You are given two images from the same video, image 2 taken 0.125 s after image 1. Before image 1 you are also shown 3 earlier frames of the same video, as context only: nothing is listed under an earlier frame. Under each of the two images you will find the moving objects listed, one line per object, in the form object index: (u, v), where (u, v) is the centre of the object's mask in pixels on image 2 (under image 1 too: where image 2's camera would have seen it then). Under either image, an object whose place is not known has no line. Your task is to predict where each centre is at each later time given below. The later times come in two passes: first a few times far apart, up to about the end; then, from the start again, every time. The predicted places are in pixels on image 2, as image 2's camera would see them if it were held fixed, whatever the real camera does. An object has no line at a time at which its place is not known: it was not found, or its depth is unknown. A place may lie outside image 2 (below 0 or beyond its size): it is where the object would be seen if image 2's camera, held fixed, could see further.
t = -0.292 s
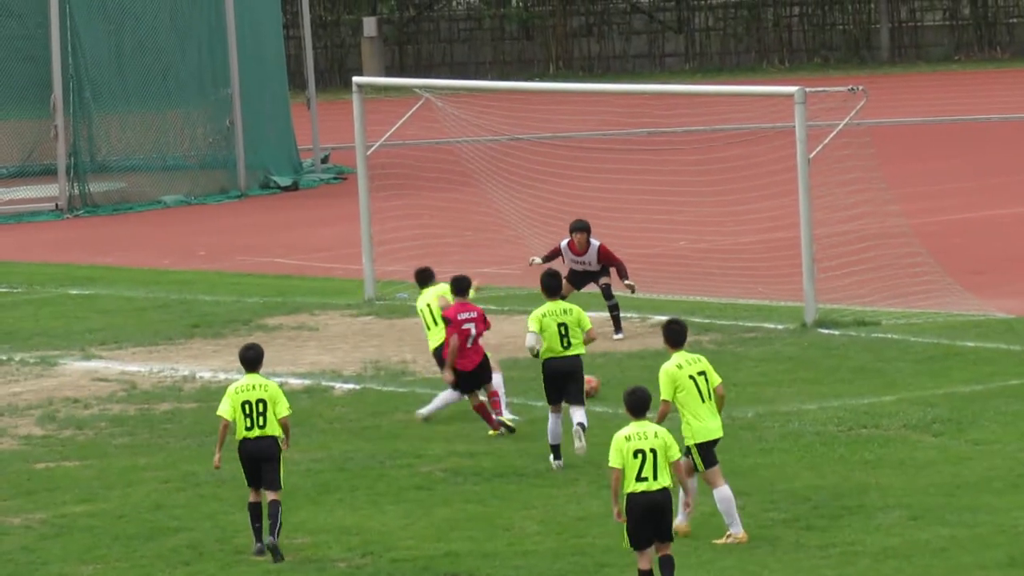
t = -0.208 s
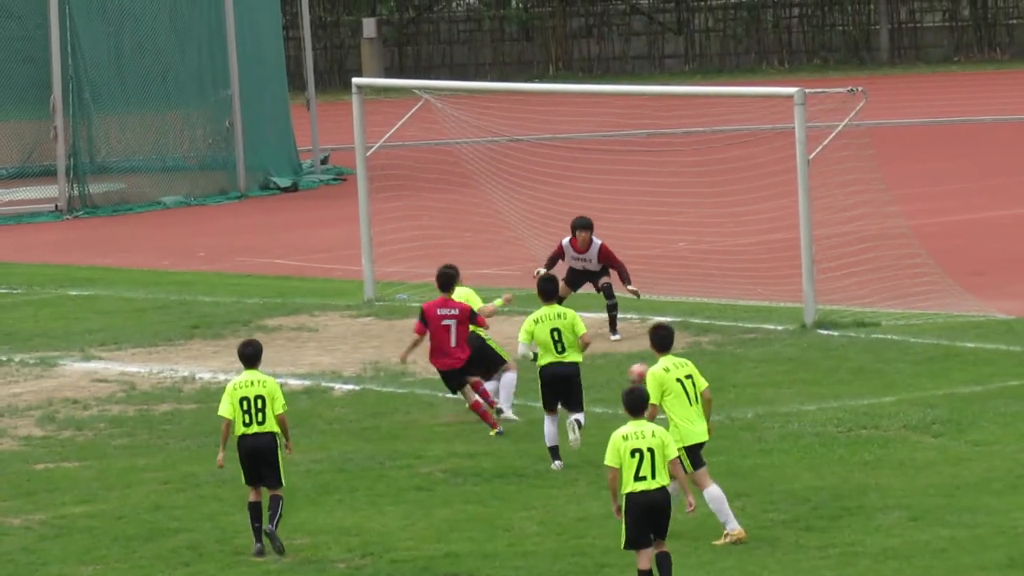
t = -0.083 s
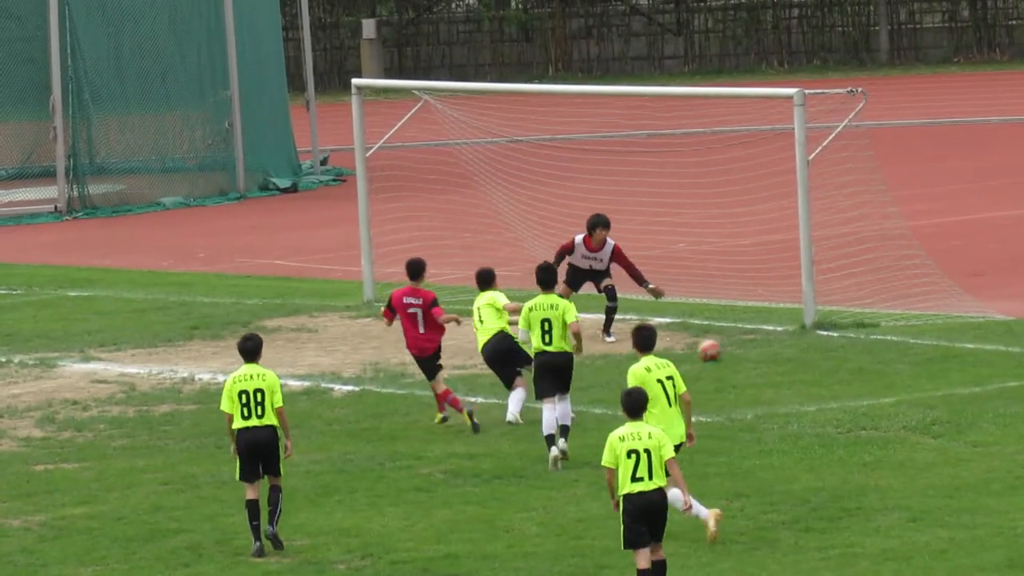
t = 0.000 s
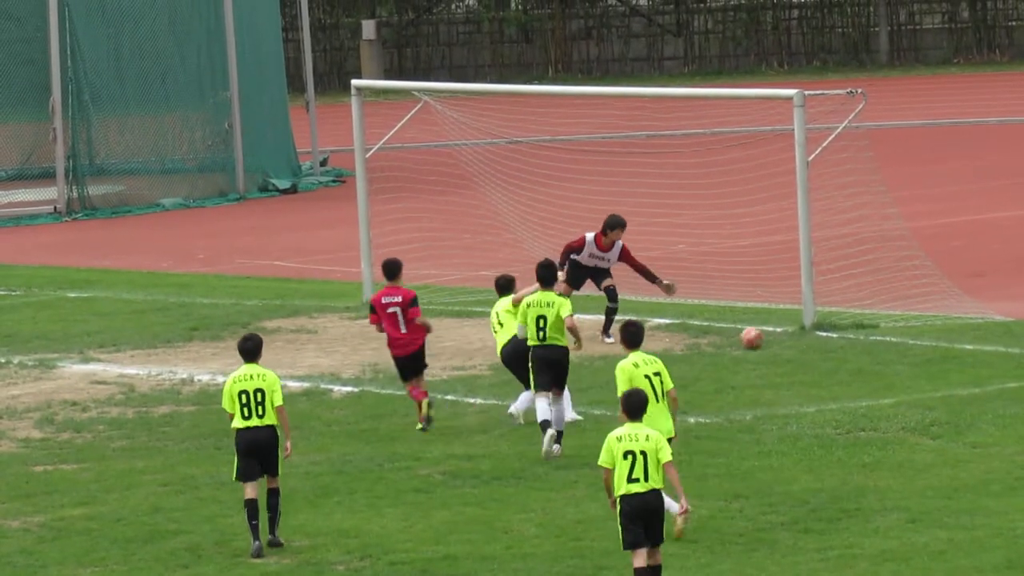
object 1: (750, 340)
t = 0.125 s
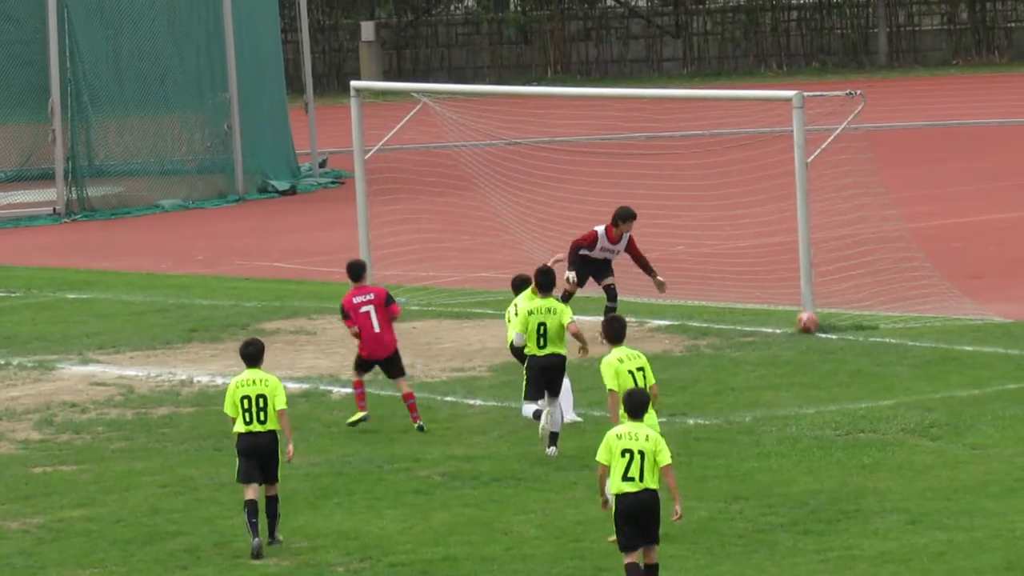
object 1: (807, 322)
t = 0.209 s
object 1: (804, 304)
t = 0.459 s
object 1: (800, 285)
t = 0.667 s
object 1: (801, 319)
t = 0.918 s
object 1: (809, 393)
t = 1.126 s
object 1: (821, 368)
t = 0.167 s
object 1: (806, 312)
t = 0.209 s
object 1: (804, 304)
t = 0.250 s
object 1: (803, 296)
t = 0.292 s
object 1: (802, 291)
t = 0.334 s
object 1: (801, 287)
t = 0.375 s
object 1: (801, 285)
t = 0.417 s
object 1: (800, 285)
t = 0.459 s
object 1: (800, 285)
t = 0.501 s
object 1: (799, 289)
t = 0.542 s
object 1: (799, 293)
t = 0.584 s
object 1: (799, 300)
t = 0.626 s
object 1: (800, 309)
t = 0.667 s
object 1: (801, 319)
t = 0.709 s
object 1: (802, 332)
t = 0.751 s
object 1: (802, 347)
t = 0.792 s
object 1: (804, 364)
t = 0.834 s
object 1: (805, 383)
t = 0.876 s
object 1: (808, 402)
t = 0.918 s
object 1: (809, 393)
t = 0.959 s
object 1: (812, 384)
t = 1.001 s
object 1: (814, 377)
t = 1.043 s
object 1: (816, 372)
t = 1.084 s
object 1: (819, 369)
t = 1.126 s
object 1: (821, 368)
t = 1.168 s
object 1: (824, 369)
